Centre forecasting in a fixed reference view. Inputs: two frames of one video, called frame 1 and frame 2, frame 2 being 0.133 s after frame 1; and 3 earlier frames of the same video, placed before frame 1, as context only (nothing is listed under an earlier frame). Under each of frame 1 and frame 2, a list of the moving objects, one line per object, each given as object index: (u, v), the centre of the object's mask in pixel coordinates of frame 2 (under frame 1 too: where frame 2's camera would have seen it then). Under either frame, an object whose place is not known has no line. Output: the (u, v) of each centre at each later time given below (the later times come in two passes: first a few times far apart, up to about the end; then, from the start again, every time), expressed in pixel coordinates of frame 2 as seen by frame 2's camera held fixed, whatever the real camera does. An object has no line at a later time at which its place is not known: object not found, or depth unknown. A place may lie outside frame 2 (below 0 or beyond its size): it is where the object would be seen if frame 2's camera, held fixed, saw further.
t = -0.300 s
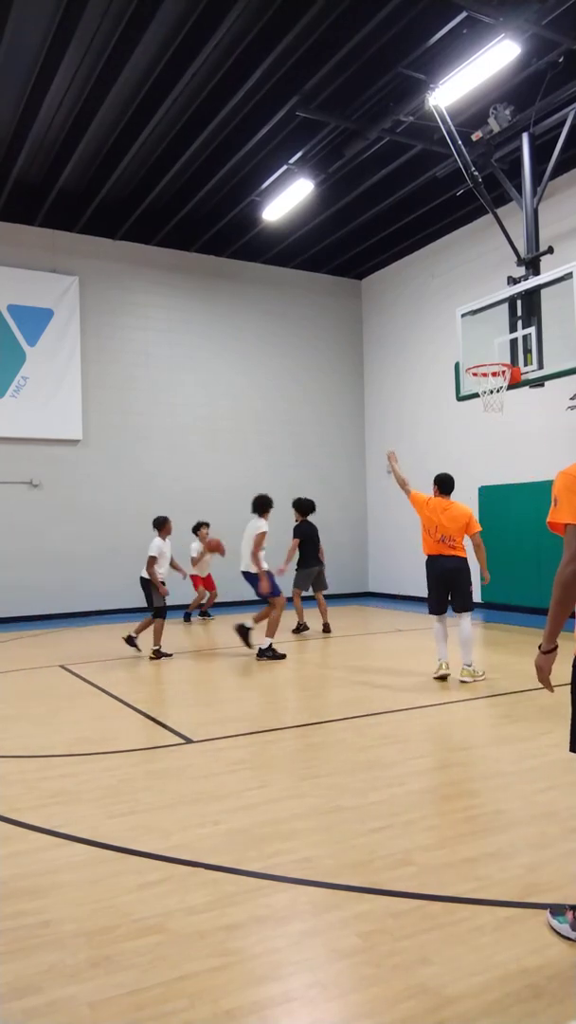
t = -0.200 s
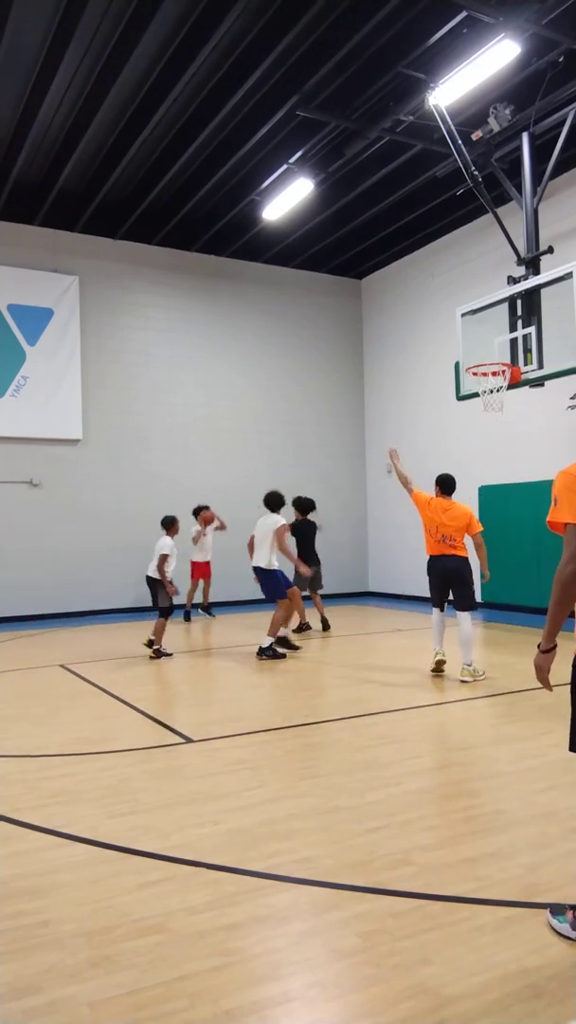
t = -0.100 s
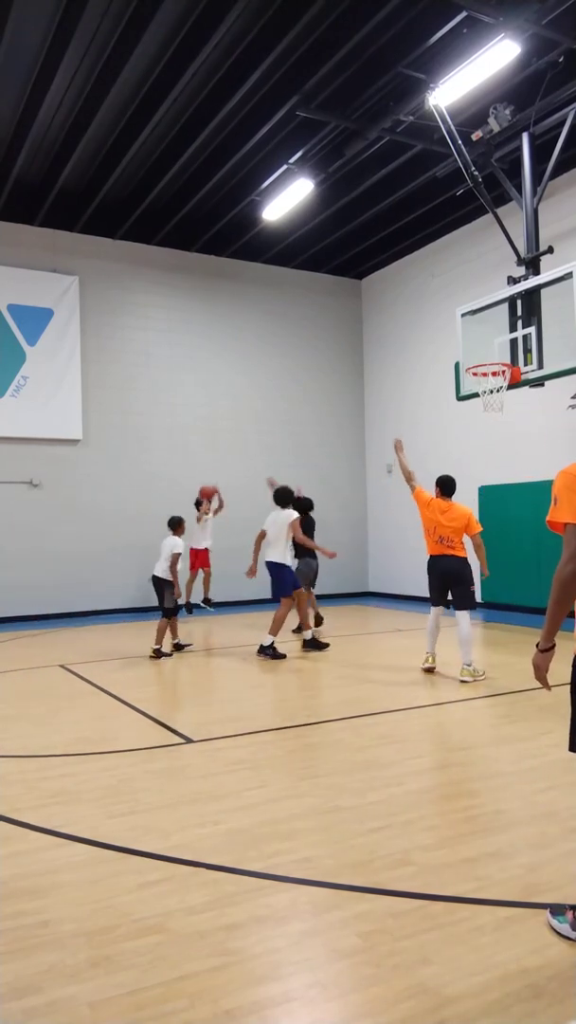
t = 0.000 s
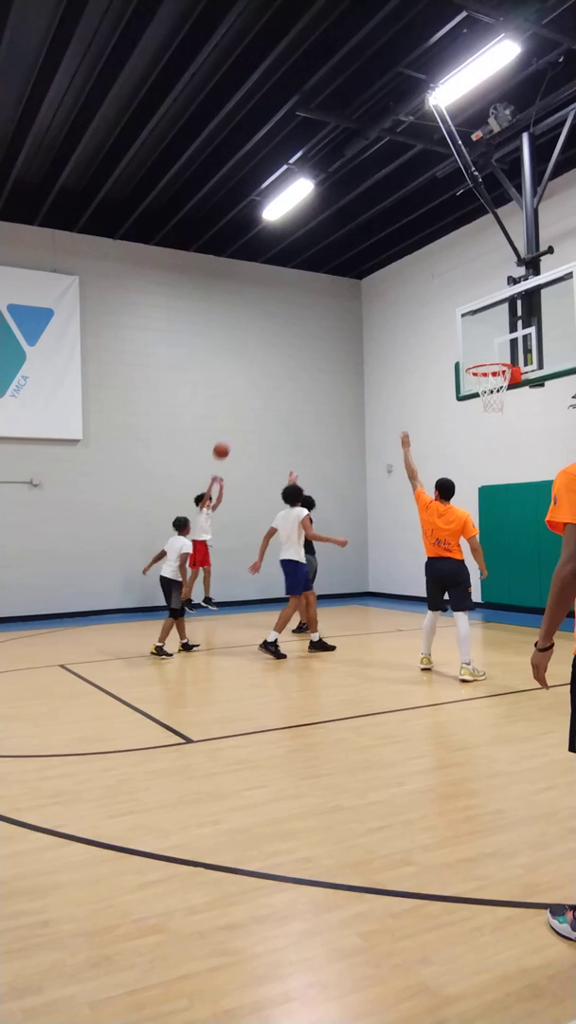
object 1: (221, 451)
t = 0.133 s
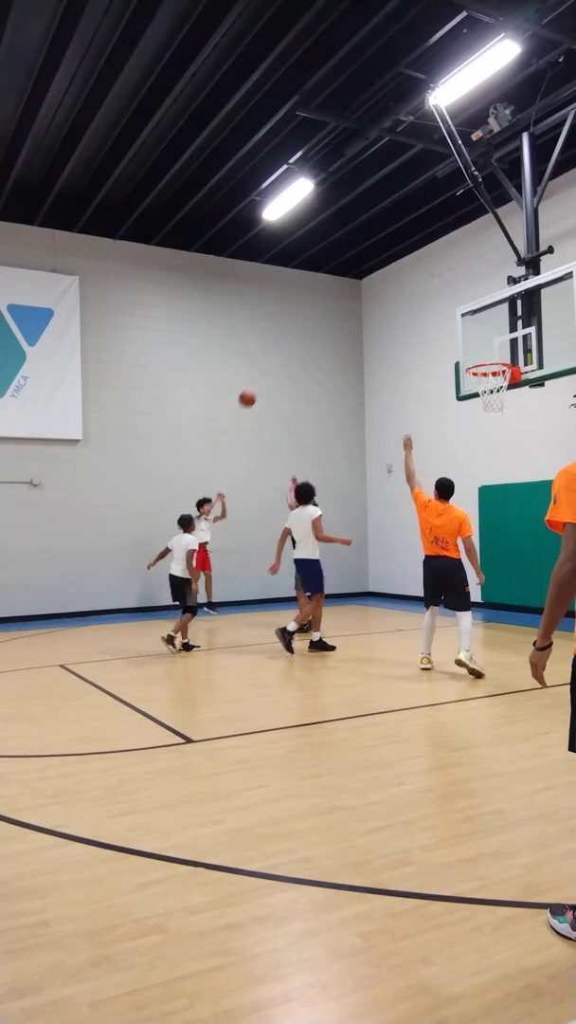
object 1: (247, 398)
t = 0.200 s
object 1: (261, 376)
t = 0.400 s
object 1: (304, 325)
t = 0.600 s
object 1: (351, 301)
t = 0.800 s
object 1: (404, 308)
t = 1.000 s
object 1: (461, 350)
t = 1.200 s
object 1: (455, 367)
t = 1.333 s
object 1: (419, 375)
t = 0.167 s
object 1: (254, 387)
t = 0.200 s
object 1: (261, 376)
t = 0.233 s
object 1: (268, 366)
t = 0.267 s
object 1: (275, 356)
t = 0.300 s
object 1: (282, 347)
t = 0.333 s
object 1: (289, 339)
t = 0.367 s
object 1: (296, 332)
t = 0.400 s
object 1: (304, 325)
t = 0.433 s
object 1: (311, 319)
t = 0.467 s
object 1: (320, 314)
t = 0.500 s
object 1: (327, 309)
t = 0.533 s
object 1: (335, 306)
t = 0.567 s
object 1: (343, 303)
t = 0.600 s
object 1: (351, 301)
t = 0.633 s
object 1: (360, 300)
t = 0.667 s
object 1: (368, 300)
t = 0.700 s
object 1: (377, 301)
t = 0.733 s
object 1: (385, 302)
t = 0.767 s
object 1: (395, 305)
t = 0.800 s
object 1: (404, 308)
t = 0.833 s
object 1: (413, 313)
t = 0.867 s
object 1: (422, 319)
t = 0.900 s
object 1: (432, 325)
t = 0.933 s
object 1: (441, 332)
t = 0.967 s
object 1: (451, 341)
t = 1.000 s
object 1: (461, 350)
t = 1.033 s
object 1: (471, 359)
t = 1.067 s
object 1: (478, 366)
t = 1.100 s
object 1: (478, 366)
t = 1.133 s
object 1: (473, 364)
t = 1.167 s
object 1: (463, 366)
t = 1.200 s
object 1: (455, 367)
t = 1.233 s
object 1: (446, 368)
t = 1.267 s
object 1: (437, 369)
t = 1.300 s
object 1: (428, 372)
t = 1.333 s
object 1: (419, 375)
